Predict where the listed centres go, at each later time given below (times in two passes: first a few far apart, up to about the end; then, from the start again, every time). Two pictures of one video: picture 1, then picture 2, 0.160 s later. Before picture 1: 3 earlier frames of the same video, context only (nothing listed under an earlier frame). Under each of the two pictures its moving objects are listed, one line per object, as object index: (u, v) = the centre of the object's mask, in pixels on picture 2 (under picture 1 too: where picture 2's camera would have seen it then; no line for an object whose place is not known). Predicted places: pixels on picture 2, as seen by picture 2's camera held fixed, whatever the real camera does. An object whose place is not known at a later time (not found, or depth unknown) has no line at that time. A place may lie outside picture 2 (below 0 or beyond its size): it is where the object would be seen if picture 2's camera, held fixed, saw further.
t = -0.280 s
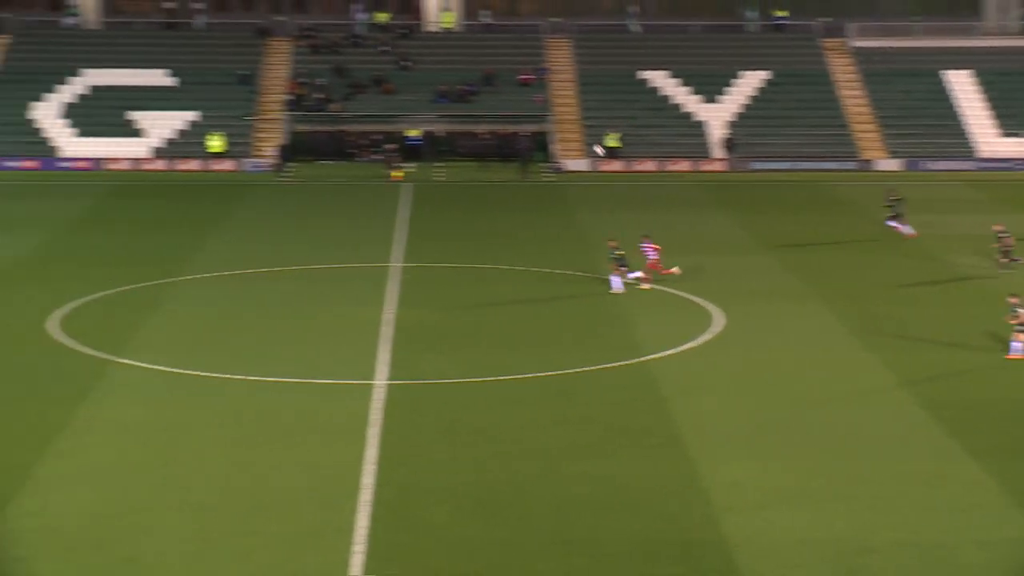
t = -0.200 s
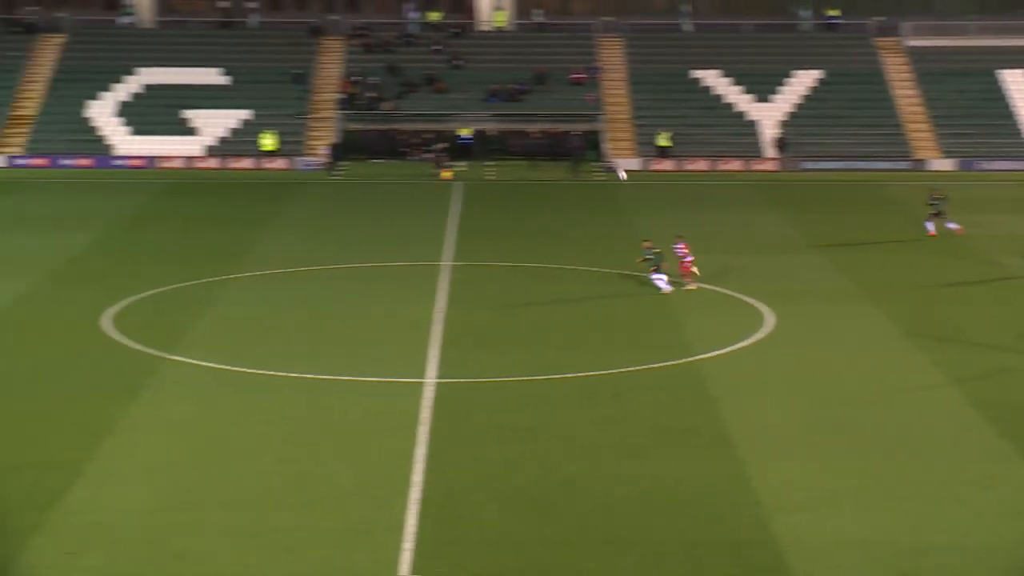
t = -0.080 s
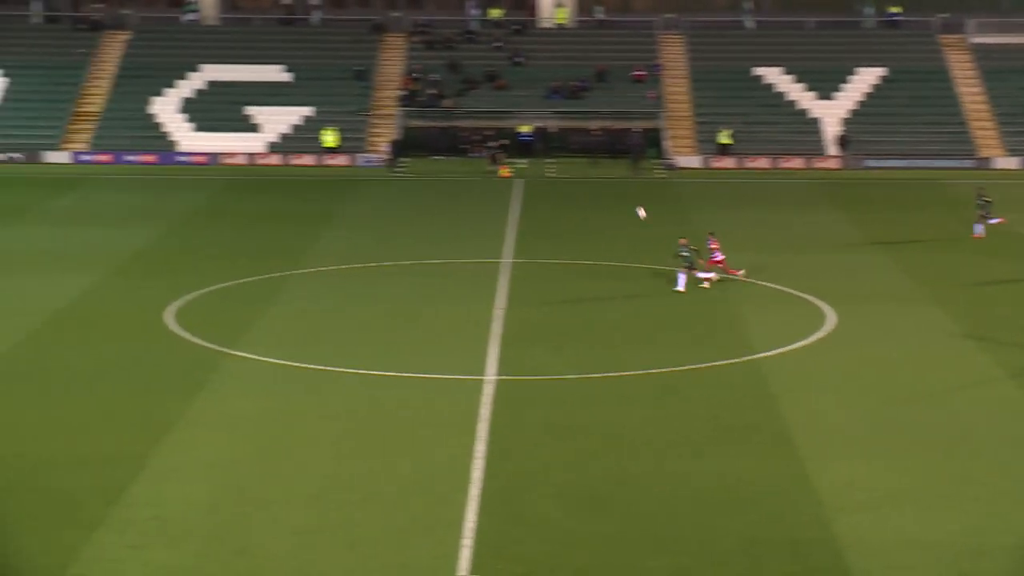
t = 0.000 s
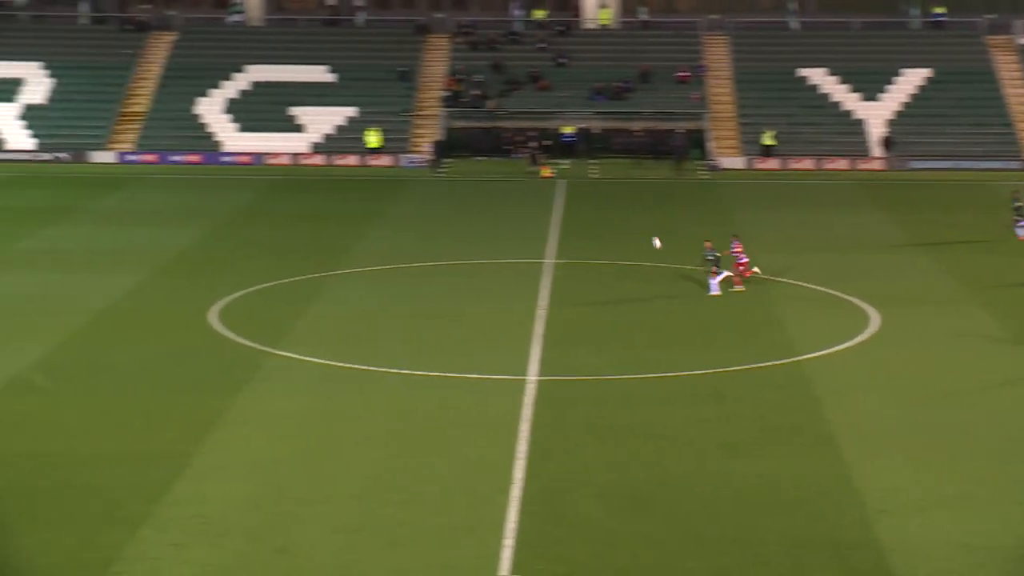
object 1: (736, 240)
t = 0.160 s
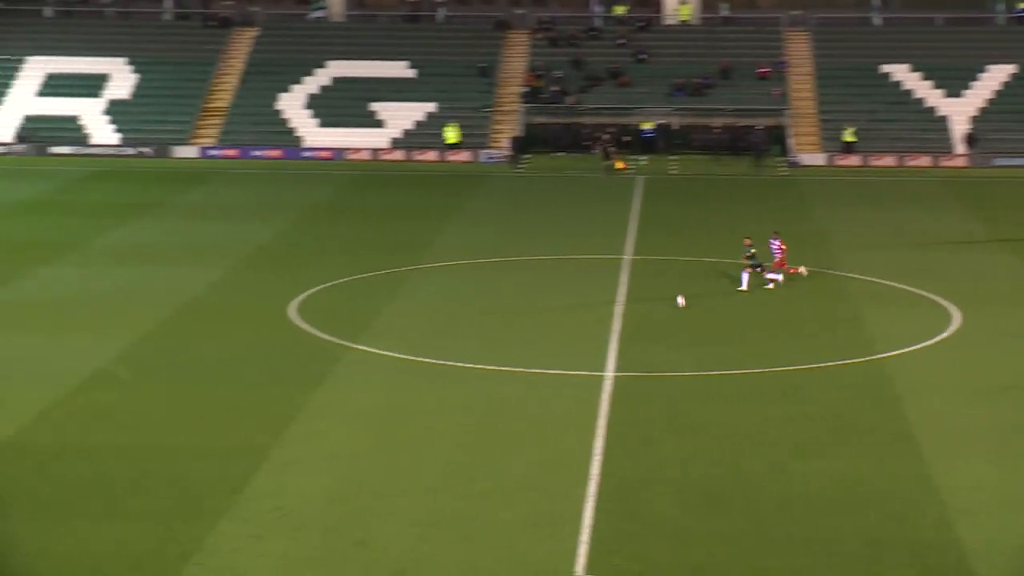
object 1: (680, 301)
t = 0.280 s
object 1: (654, 278)
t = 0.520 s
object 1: (613, 222)
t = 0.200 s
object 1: (670, 301)
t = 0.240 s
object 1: (662, 290)
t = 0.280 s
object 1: (654, 278)
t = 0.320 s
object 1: (647, 267)
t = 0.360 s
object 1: (640, 257)
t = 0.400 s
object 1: (633, 247)
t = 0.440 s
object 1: (623, 238)
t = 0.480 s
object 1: (619, 230)
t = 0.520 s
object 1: (613, 222)
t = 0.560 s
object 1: (606, 215)
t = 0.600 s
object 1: (599, 209)
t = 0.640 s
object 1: (593, 203)
